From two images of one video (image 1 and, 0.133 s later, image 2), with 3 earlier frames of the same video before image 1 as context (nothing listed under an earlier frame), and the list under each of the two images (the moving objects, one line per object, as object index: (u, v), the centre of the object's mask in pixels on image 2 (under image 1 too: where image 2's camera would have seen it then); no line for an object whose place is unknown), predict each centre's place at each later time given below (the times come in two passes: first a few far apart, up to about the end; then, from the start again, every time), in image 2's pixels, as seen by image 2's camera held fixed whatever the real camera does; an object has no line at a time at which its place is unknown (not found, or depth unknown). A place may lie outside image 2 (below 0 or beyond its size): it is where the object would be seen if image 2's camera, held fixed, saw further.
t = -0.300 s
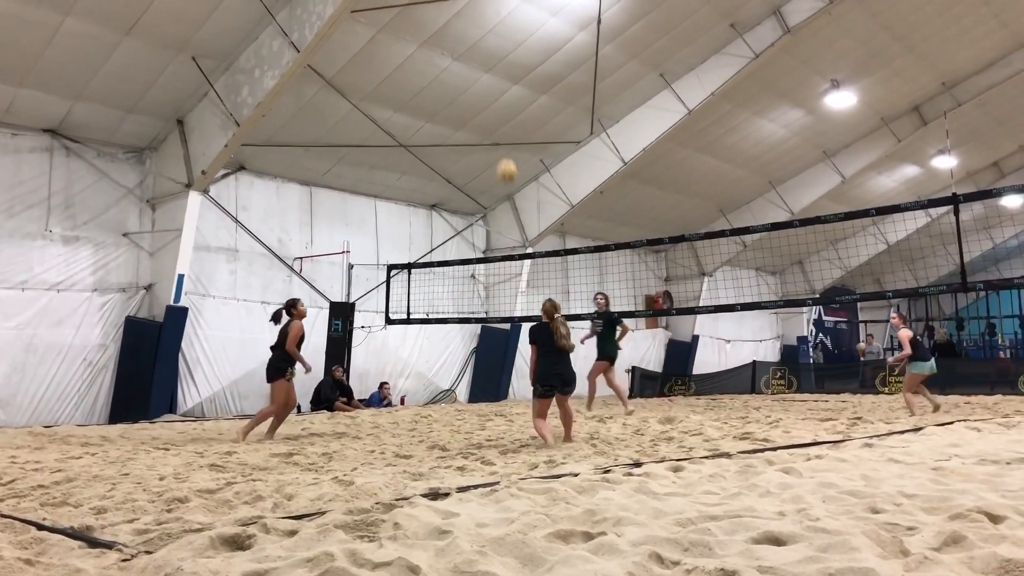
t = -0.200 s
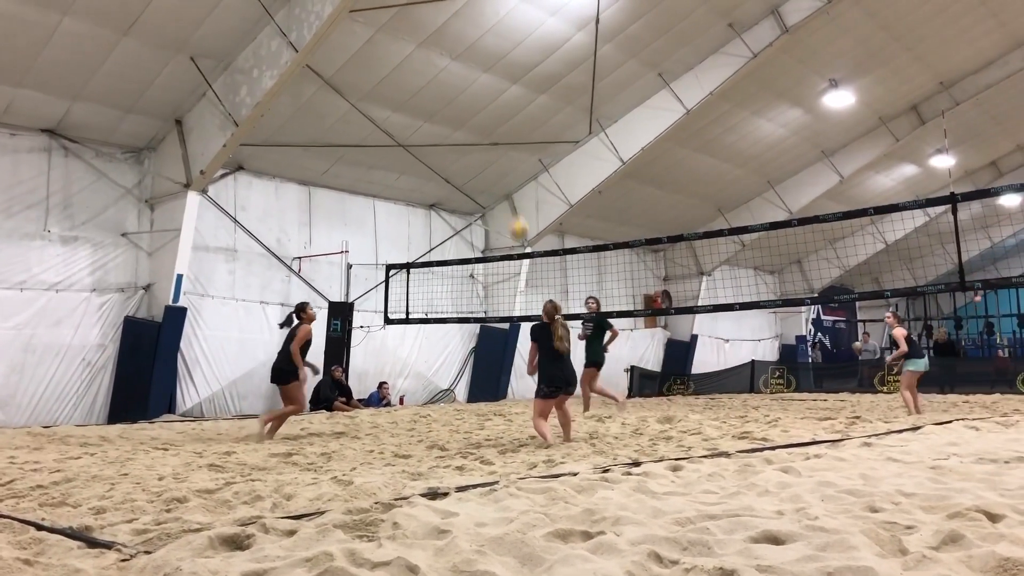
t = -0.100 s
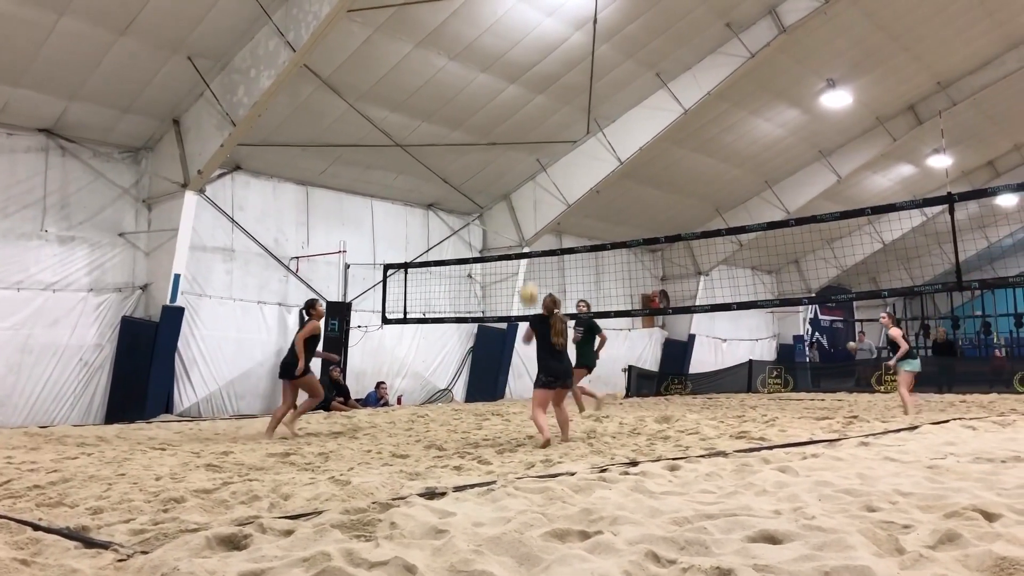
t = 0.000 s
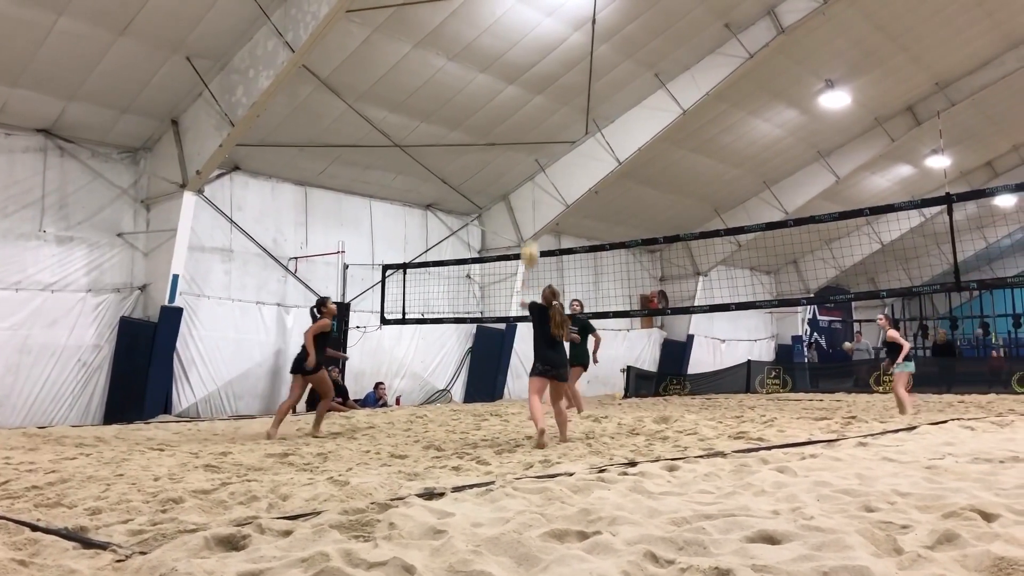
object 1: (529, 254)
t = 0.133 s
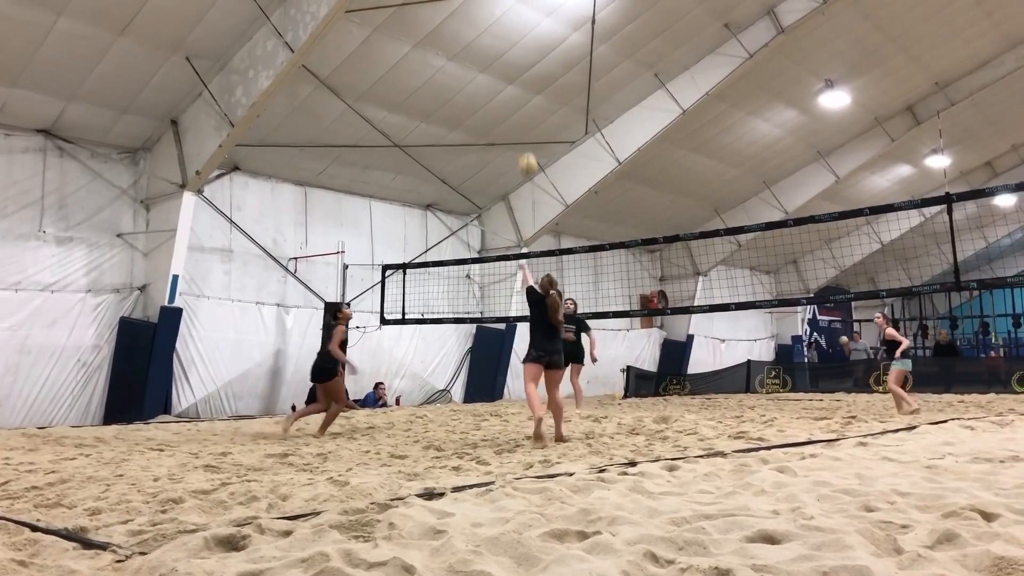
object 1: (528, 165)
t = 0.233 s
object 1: (526, 114)
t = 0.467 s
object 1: (517, 41)
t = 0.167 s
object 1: (527, 147)
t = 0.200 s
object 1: (526, 129)
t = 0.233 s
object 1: (526, 114)
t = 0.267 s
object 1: (524, 100)
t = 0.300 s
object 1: (523, 88)
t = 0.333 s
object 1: (522, 76)
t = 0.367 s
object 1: (521, 65)
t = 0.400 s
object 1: (519, 56)
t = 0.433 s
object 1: (517, 48)
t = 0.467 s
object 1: (517, 41)
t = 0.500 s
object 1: (515, 34)
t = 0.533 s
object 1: (514, 29)
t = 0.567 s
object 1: (513, 25)
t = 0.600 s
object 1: (512, 21)
